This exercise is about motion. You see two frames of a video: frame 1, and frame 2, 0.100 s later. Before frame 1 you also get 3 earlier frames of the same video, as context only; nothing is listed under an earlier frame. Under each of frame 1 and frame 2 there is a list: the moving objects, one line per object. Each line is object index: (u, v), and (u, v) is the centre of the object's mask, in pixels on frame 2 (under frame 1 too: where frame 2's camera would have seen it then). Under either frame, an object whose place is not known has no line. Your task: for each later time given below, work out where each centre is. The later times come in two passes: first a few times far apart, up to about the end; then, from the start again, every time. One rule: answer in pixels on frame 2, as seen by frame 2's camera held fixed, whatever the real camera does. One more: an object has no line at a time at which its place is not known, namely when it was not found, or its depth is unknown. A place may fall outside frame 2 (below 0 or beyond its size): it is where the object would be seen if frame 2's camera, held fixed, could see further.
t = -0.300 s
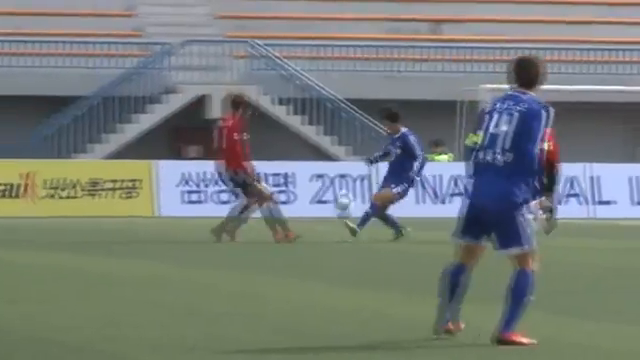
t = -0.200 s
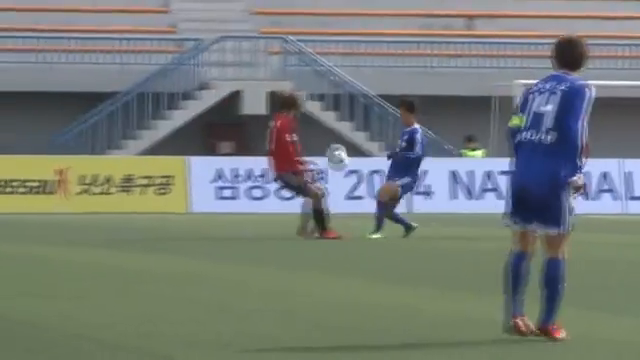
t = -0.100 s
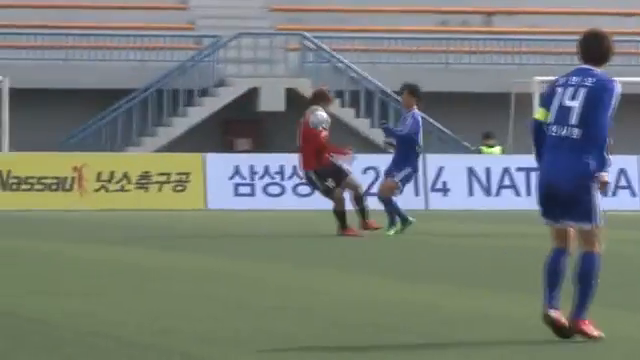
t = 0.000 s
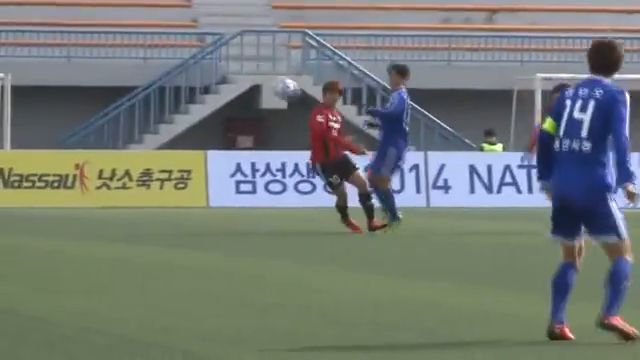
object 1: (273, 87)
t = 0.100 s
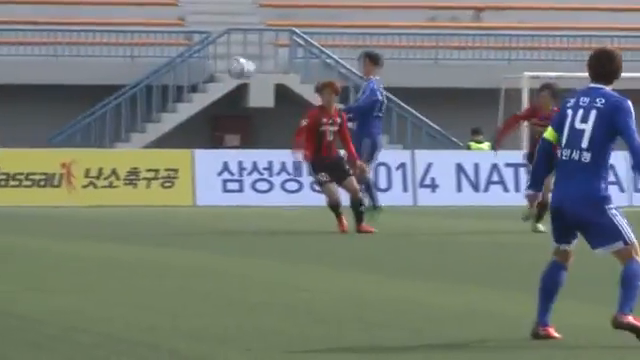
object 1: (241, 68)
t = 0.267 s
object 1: (189, 56)
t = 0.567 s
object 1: (110, 107)
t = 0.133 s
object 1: (230, 63)
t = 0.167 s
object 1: (220, 60)
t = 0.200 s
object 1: (211, 57)
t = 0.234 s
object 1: (201, 57)
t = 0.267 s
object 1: (189, 56)
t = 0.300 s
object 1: (181, 55)
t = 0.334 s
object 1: (172, 57)
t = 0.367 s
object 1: (163, 61)
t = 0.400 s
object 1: (155, 64)
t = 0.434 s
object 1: (145, 70)
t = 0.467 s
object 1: (137, 77)
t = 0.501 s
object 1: (127, 87)
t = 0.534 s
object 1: (118, 96)
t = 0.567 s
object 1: (110, 107)
